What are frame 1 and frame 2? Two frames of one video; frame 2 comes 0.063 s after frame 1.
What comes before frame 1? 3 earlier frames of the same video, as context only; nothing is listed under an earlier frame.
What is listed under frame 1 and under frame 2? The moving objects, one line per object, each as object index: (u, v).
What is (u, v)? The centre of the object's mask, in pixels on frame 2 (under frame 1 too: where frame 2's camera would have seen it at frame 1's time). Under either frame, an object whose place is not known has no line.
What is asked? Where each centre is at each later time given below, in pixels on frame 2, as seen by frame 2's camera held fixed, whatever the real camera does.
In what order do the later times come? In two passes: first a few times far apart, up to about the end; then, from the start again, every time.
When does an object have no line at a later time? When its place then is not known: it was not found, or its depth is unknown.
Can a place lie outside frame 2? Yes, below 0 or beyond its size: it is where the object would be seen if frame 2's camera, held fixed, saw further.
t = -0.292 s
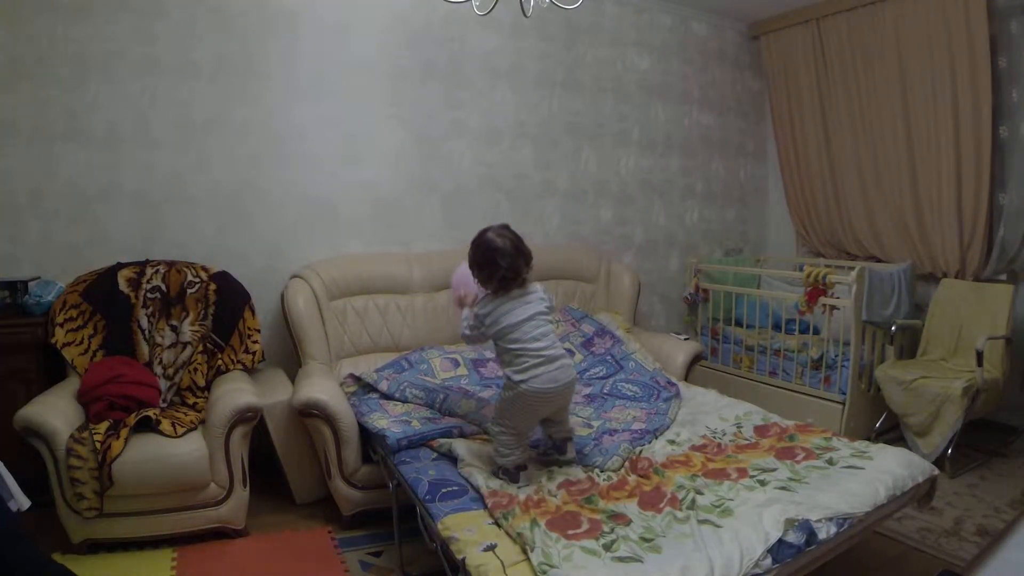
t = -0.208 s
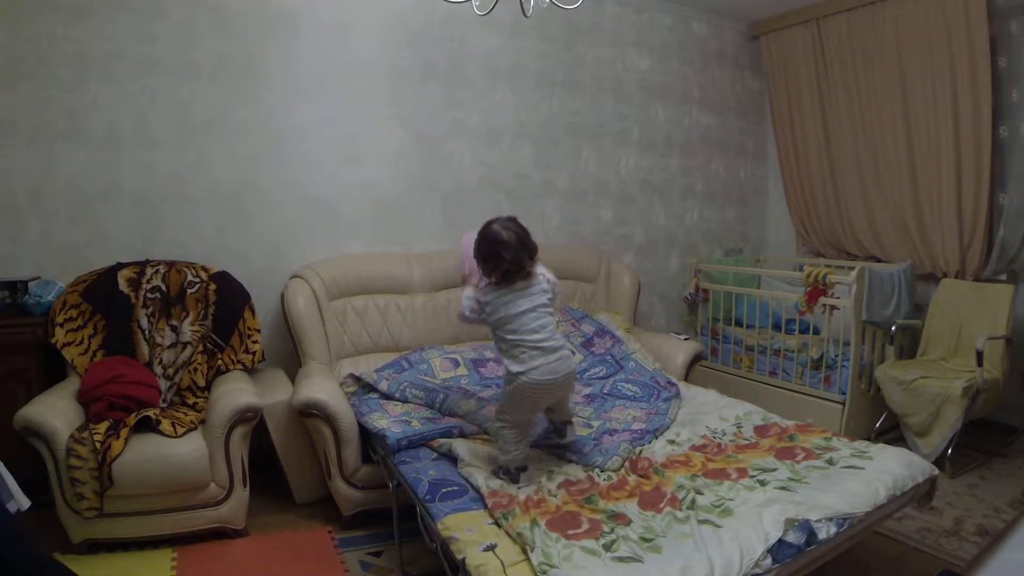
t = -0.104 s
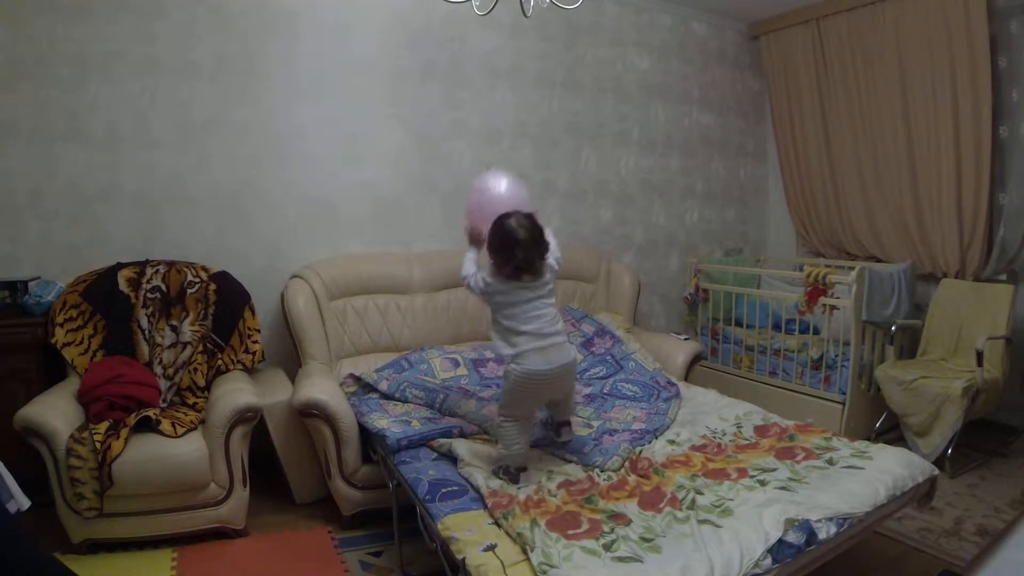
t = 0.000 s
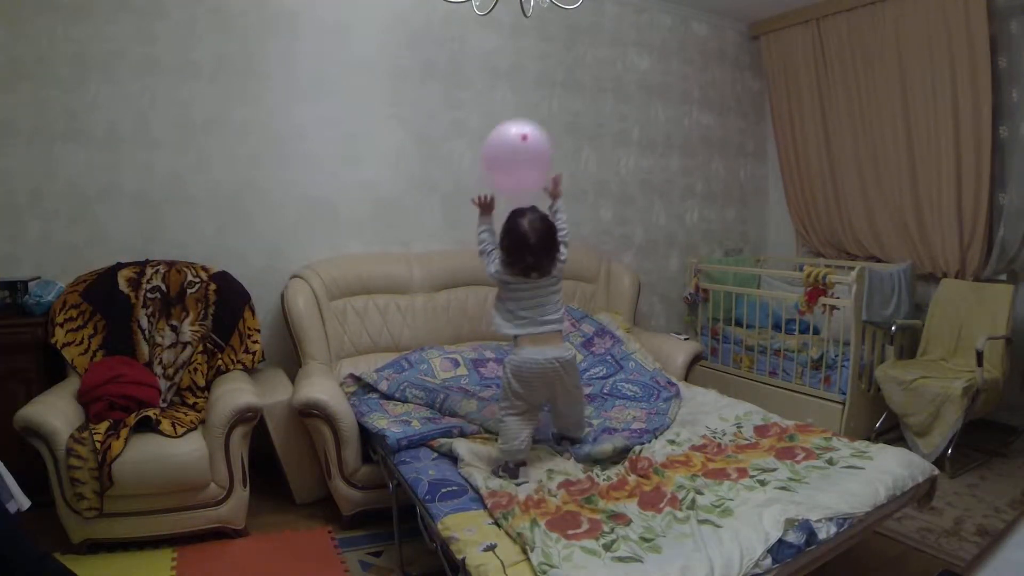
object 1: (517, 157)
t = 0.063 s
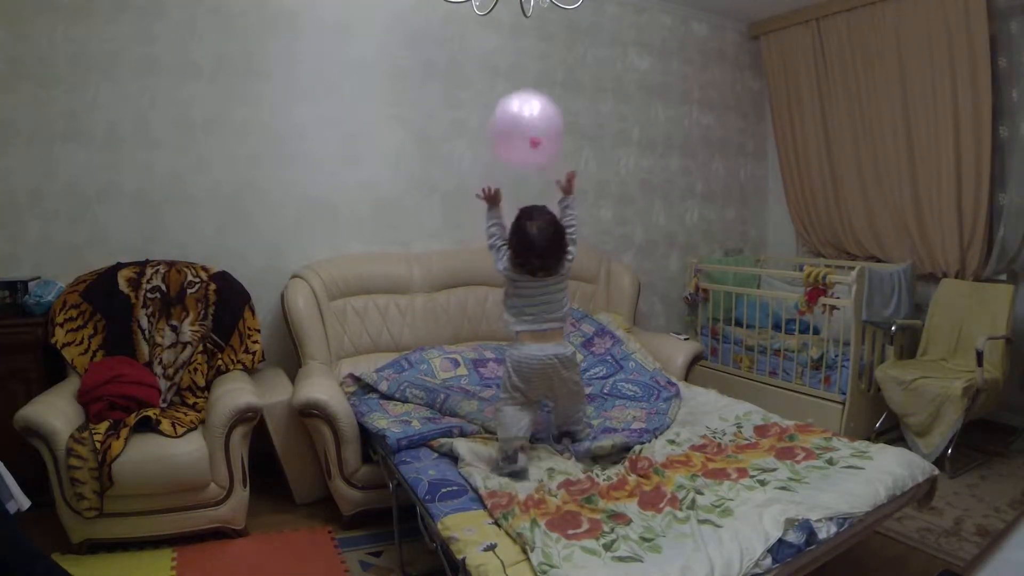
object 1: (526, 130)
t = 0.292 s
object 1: (552, 60)
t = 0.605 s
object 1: (571, 37)
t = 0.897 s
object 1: (588, 58)
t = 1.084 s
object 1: (598, 112)
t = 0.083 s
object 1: (529, 121)
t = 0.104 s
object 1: (532, 114)
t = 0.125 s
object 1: (534, 107)
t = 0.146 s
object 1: (537, 100)
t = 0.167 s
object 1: (539, 93)
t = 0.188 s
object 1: (542, 87)
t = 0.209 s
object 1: (544, 81)
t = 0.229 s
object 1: (546, 75)
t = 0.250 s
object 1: (548, 69)
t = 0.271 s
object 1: (550, 64)
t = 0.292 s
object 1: (552, 60)
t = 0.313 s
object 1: (554, 56)
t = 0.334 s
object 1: (556, 53)
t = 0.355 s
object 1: (557, 50)
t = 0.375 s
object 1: (558, 47)
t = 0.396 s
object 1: (560, 45)
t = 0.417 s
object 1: (561, 43)
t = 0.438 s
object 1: (562, 41)
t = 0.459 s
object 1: (563, 40)
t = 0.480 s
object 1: (565, 39)
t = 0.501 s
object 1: (566, 39)
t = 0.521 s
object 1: (567, 38)
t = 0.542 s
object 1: (568, 38)
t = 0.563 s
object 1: (569, 37)
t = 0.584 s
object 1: (570, 37)
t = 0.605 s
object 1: (571, 37)
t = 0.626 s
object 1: (572, 37)
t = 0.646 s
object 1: (573, 38)
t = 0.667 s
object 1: (574, 38)
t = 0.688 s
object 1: (575, 38)
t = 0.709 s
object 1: (576, 39)
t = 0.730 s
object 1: (578, 39)
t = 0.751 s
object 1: (578, 40)
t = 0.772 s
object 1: (580, 41)
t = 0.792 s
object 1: (581, 43)
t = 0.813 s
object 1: (582, 45)
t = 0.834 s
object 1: (583, 47)
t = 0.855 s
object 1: (585, 50)
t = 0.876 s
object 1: (586, 54)
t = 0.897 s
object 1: (588, 58)
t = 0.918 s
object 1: (589, 63)
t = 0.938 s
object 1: (590, 68)
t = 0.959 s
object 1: (591, 74)
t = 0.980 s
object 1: (592, 80)
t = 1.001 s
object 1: (594, 86)
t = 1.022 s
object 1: (595, 92)
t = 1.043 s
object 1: (596, 98)
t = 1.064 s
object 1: (598, 105)
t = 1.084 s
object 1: (598, 112)
